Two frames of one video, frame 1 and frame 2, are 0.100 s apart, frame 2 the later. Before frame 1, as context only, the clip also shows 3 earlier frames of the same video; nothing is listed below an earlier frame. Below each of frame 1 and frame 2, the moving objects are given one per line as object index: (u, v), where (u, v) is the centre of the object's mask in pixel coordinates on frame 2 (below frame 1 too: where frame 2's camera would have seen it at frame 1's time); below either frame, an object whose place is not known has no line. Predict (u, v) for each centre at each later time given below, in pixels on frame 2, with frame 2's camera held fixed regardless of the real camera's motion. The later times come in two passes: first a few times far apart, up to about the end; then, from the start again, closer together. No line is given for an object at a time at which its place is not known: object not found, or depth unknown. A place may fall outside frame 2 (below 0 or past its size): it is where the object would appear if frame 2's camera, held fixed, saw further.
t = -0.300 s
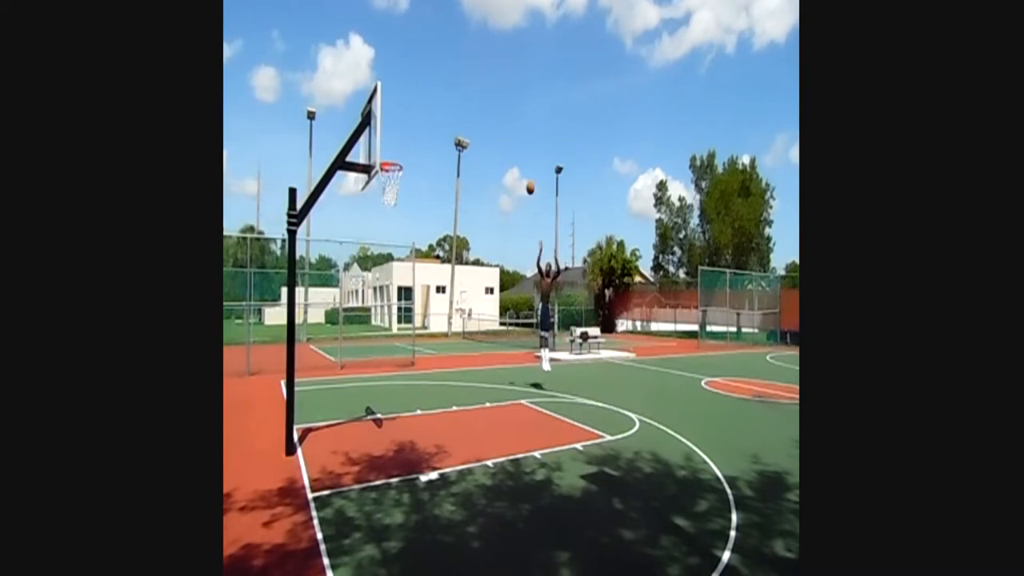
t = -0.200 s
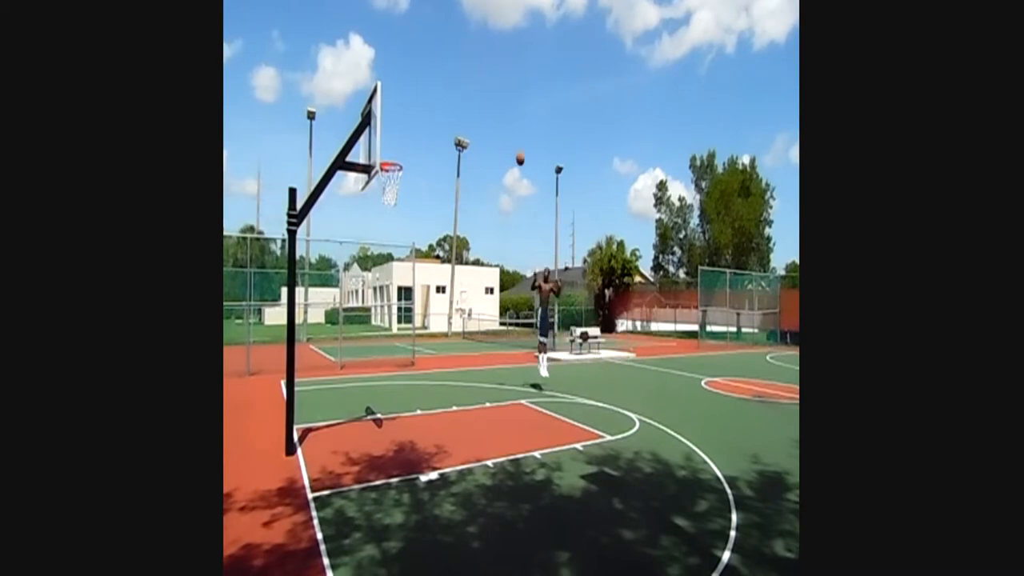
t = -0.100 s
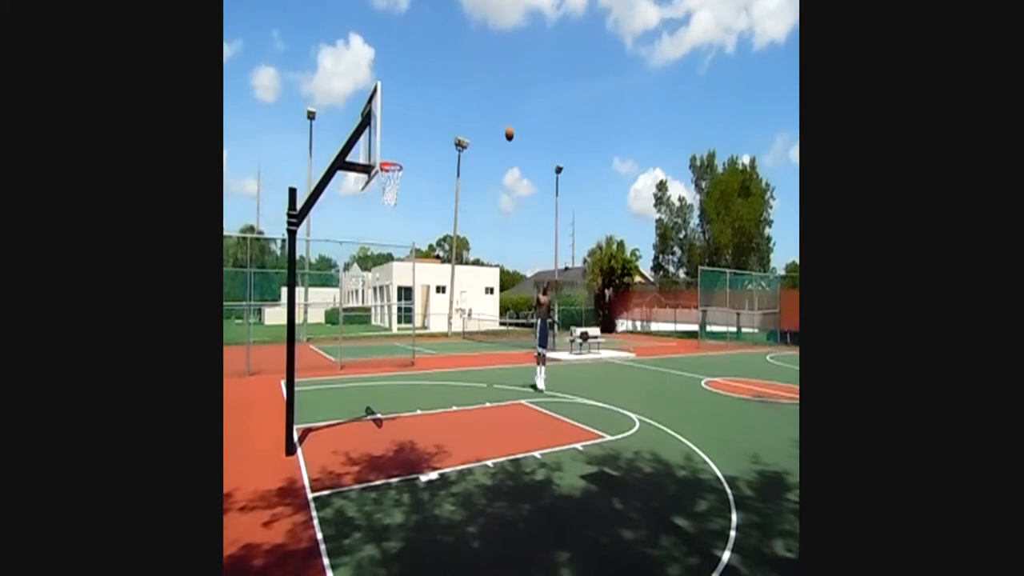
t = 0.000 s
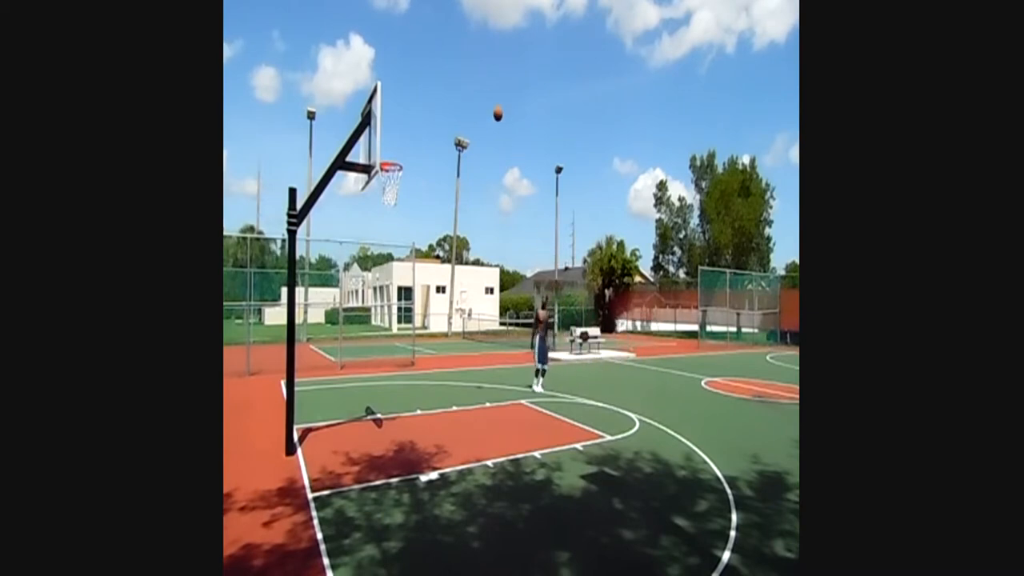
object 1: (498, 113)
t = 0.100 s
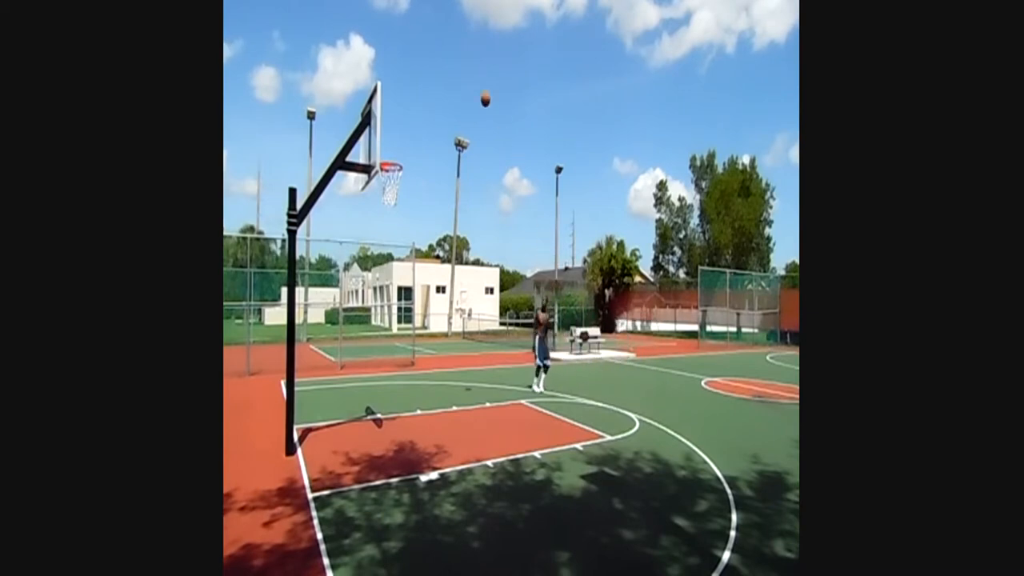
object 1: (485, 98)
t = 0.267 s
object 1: (463, 86)
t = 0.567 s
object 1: (413, 118)
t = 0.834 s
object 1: (398, 196)
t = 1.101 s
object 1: (412, 231)
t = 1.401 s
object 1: (426, 336)
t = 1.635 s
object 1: (432, 391)
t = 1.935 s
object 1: (429, 292)
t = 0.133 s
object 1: (481, 94)
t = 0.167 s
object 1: (476, 91)
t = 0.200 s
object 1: (472, 89)
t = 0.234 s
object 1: (467, 87)
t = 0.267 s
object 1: (463, 86)
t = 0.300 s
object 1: (458, 86)
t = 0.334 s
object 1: (453, 87)
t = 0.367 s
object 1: (448, 89)
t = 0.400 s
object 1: (442, 91)
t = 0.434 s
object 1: (437, 95)
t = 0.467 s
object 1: (431, 99)
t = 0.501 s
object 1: (425, 104)
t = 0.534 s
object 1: (419, 111)
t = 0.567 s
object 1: (413, 118)
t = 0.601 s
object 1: (407, 127)
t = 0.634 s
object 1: (400, 137)
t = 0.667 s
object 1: (394, 148)
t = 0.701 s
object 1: (387, 161)
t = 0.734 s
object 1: (387, 175)
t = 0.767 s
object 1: (392, 189)
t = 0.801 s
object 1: (395, 194)
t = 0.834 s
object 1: (398, 196)
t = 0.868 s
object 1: (400, 196)
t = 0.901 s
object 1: (402, 199)
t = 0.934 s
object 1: (403, 202)
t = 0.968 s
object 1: (405, 206)
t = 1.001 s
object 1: (407, 211)
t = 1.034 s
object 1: (408, 217)
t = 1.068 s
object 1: (410, 223)
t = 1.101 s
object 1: (412, 231)
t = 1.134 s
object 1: (413, 239)
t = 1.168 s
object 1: (415, 249)
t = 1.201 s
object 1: (416, 258)
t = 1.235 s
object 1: (418, 269)
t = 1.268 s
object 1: (420, 281)
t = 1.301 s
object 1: (422, 294)
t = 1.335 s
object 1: (423, 307)
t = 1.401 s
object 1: (426, 336)
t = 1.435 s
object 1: (427, 351)
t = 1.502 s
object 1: (430, 385)
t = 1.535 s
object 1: (431, 402)
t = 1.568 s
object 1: (432, 421)
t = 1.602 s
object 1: (432, 405)
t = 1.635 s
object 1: (432, 391)
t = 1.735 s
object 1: (431, 349)
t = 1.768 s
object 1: (431, 337)
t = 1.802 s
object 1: (431, 326)
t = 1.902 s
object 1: (430, 299)
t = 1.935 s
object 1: (429, 292)
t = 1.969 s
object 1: (429, 285)
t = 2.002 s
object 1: (428, 279)
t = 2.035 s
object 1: (428, 275)
